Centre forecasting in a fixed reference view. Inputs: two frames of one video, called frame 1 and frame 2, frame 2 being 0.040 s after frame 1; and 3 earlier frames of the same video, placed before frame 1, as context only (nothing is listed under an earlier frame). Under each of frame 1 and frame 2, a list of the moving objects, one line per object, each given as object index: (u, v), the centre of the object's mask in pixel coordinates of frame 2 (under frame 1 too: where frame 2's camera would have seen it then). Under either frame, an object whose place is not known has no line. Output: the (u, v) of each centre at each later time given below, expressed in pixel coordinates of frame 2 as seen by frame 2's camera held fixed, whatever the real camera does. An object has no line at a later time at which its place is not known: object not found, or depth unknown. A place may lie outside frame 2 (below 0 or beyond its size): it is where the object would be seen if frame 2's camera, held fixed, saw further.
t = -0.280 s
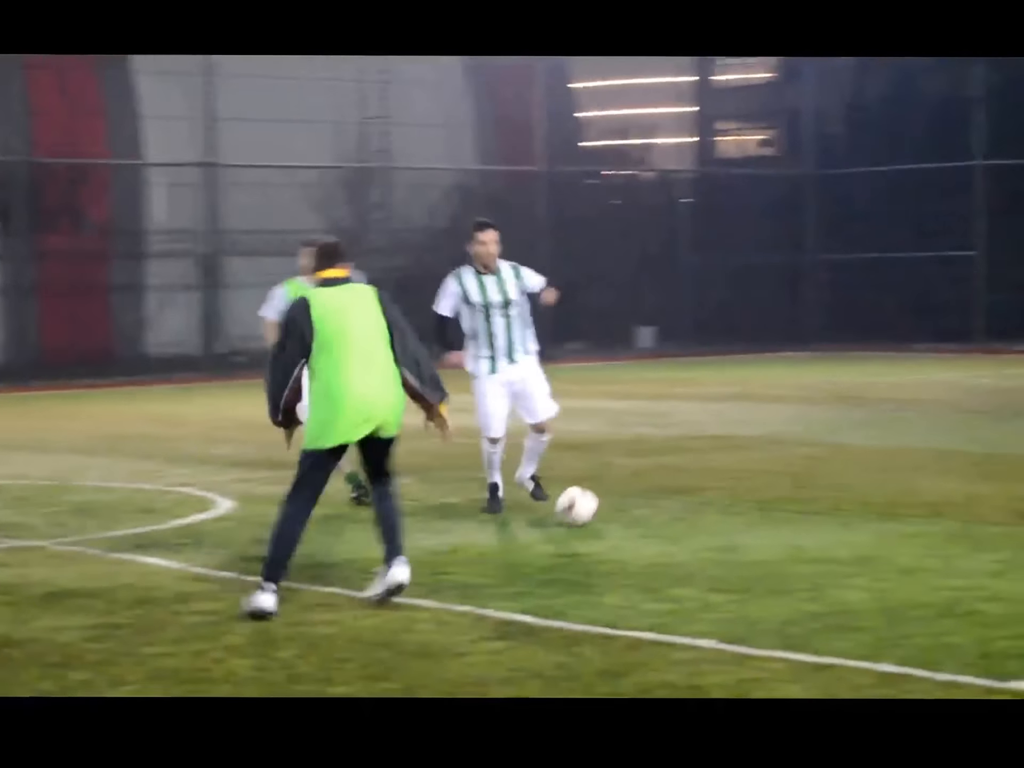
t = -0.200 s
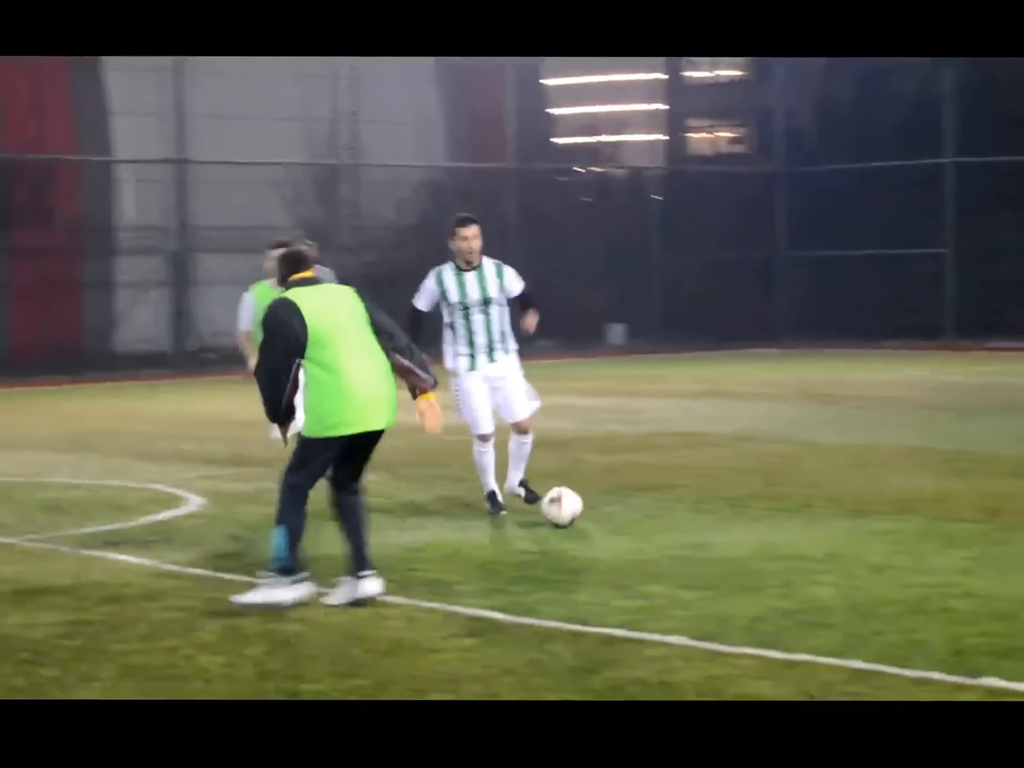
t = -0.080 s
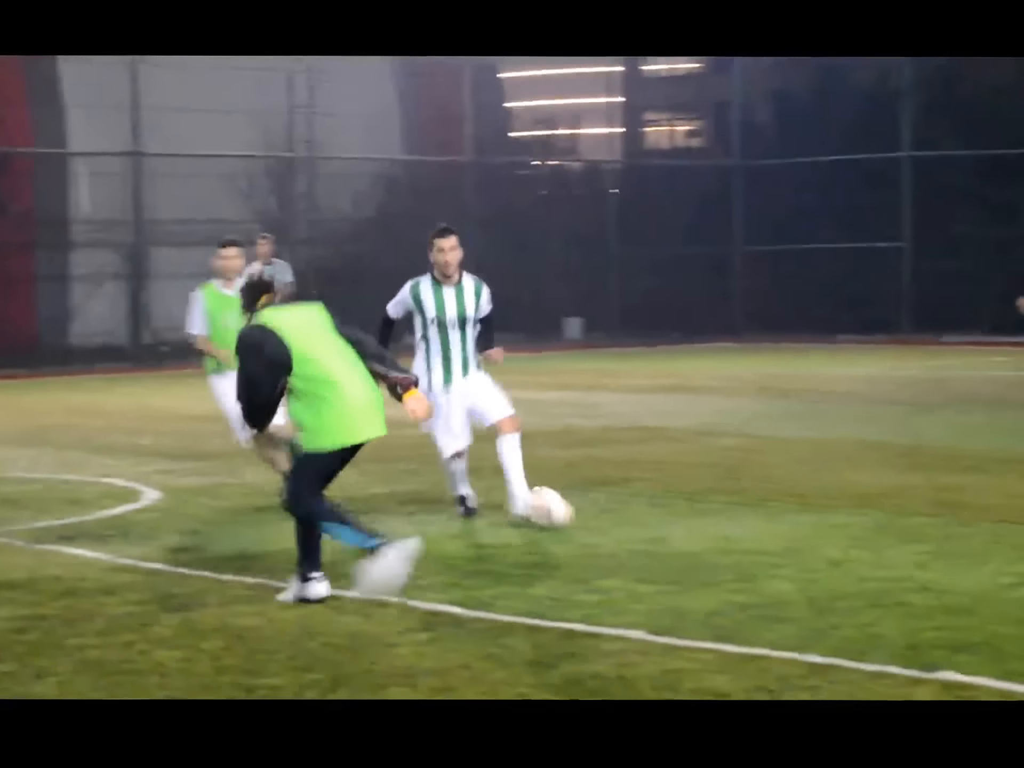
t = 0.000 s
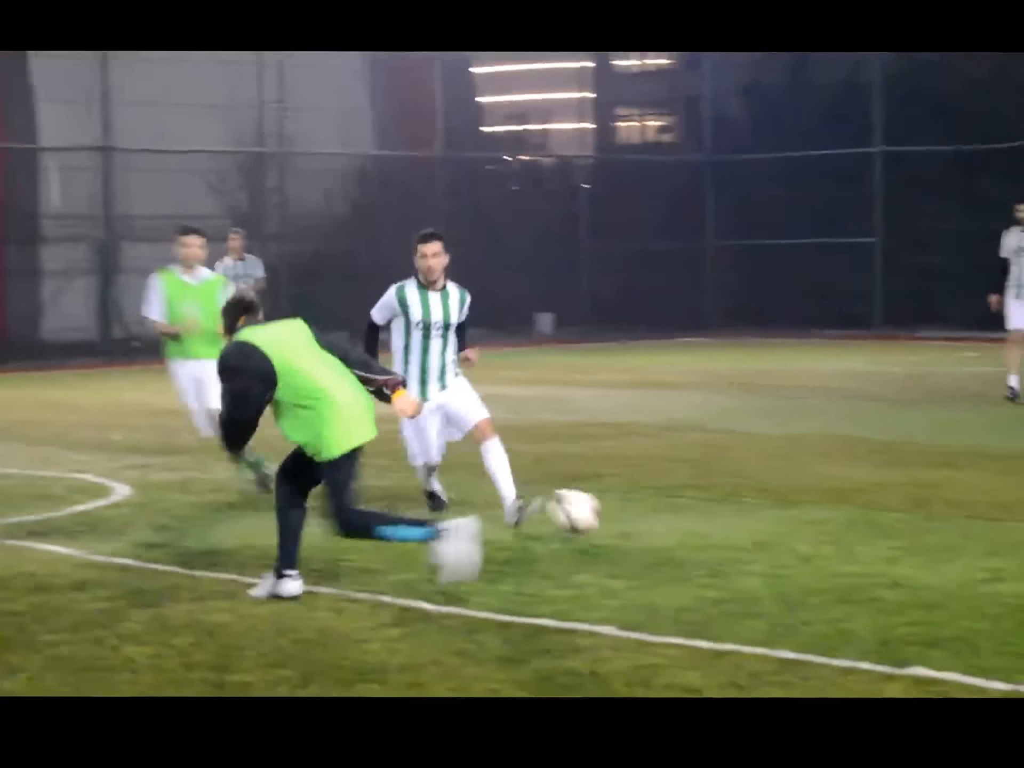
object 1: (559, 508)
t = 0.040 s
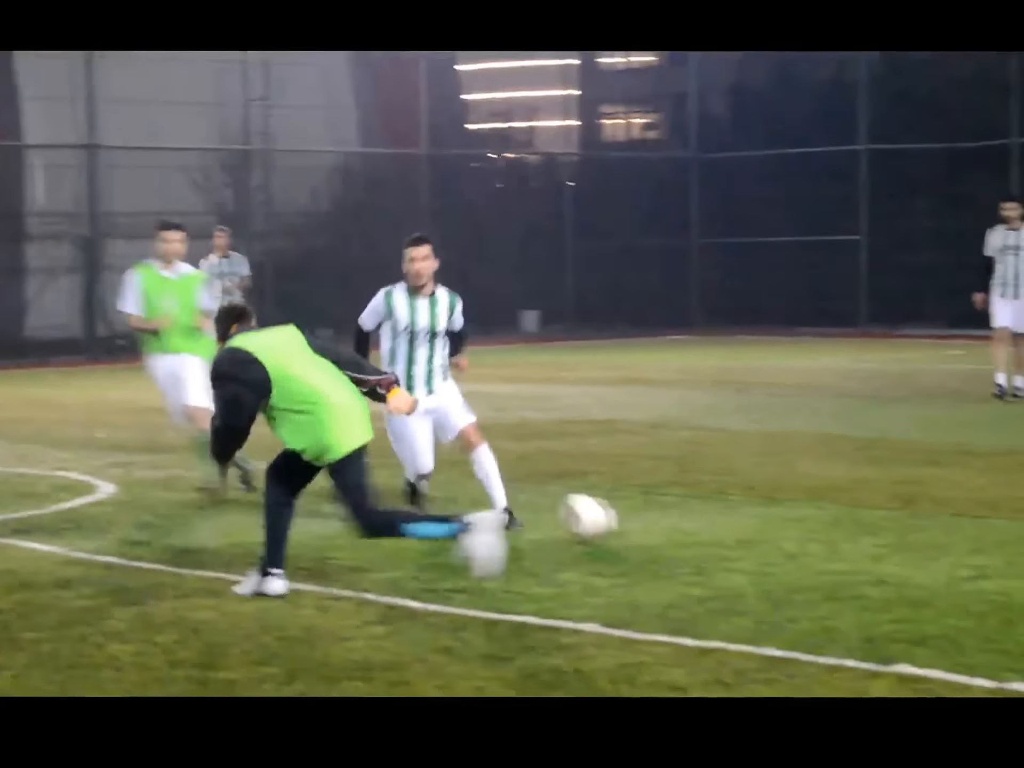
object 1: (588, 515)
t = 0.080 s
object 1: (619, 528)
